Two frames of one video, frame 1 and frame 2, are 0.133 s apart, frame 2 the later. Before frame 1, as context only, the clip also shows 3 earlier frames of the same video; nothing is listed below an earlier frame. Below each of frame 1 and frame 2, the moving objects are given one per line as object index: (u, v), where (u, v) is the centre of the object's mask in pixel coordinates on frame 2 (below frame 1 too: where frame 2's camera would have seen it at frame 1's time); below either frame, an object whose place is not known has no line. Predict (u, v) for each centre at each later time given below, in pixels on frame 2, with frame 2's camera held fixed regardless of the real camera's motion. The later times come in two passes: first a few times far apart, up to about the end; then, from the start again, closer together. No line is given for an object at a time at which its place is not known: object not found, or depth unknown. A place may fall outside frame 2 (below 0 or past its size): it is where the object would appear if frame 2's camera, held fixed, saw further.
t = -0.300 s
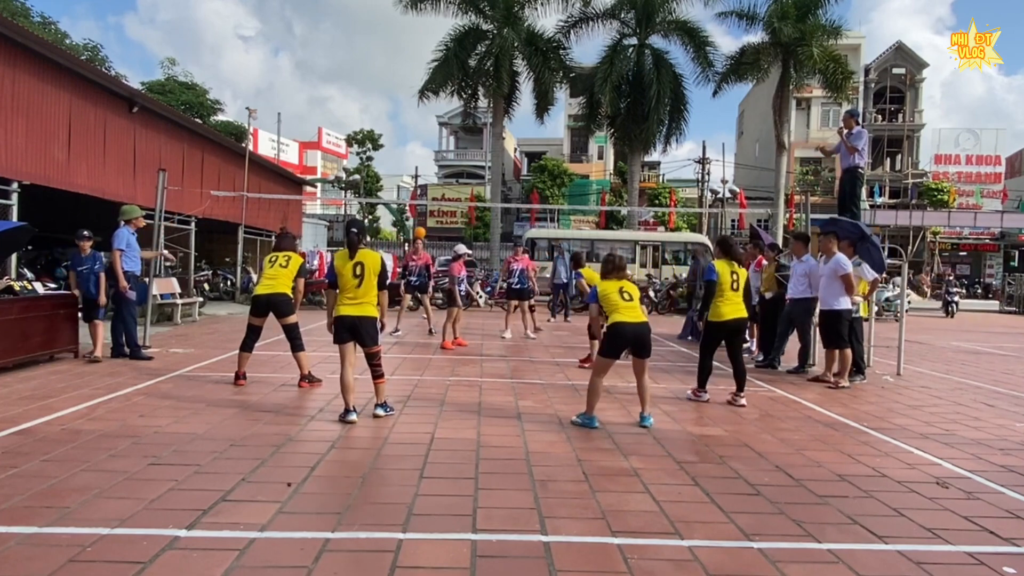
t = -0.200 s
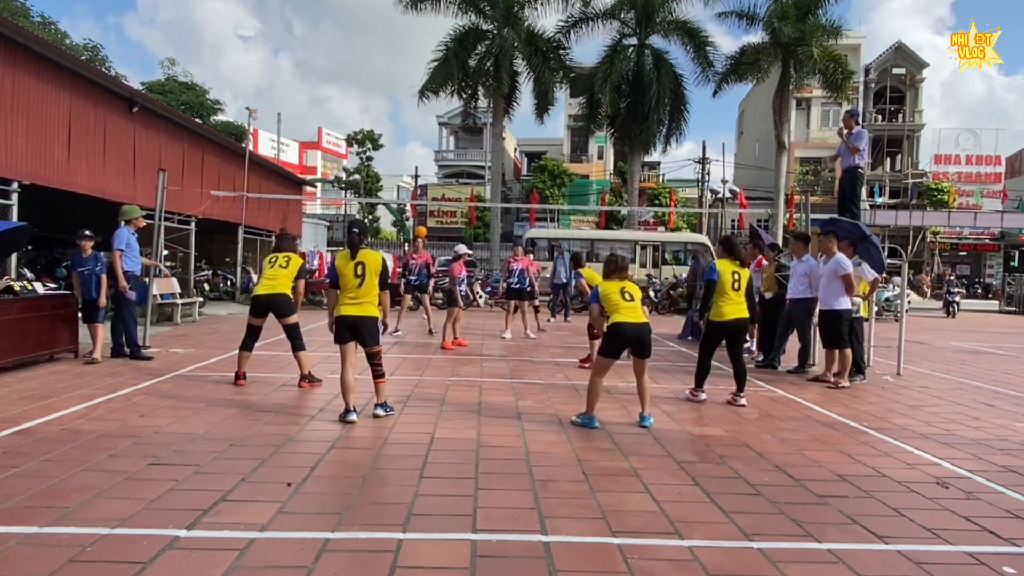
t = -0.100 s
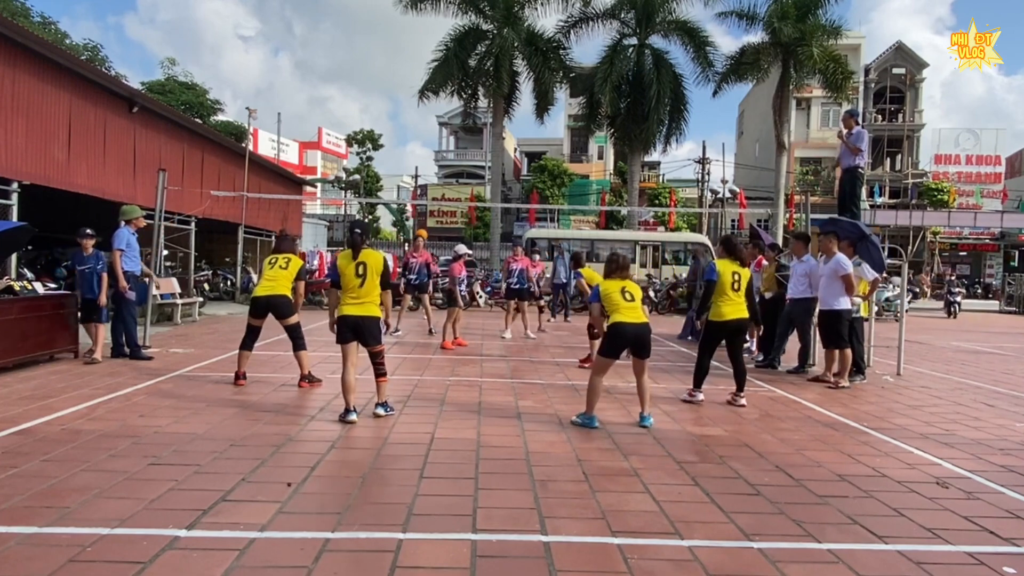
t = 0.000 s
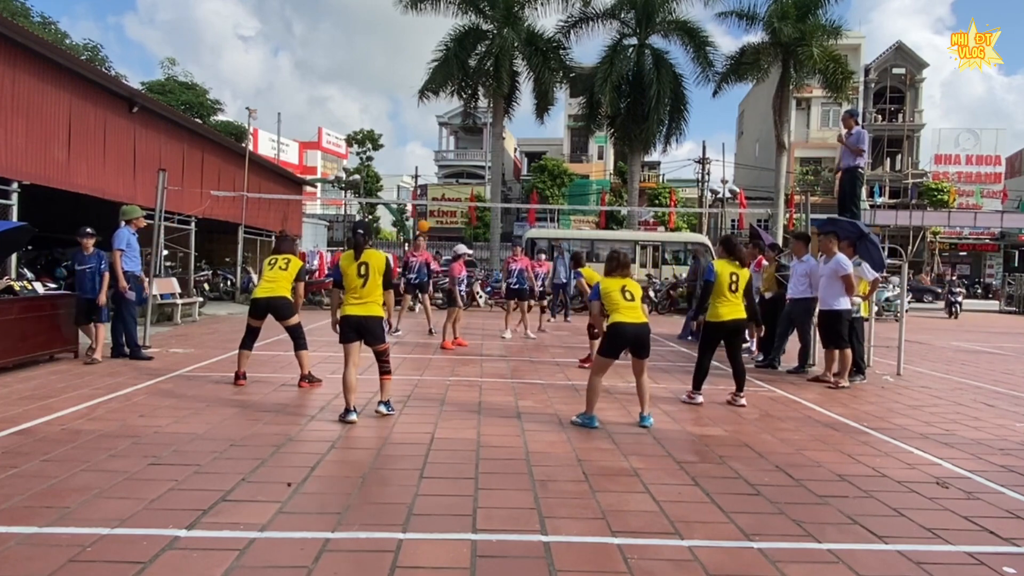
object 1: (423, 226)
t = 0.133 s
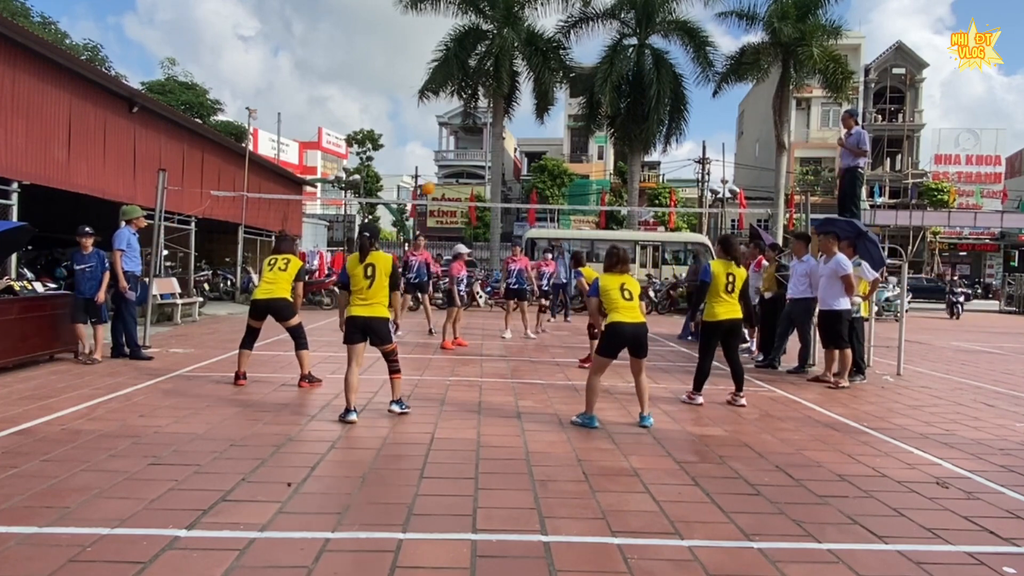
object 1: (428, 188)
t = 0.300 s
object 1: (437, 146)
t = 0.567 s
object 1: (453, 96)
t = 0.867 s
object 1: (477, 93)
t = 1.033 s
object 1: (497, 135)
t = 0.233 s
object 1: (433, 162)
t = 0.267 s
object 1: (435, 154)
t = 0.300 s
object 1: (437, 146)
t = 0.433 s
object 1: (445, 117)
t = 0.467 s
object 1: (447, 111)
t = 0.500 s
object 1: (448, 105)
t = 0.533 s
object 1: (451, 100)
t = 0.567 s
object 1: (453, 96)
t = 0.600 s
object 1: (456, 92)
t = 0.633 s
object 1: (460, 89)
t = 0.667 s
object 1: (461, 87)
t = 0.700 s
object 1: (462, 86)
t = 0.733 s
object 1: (465, 85)
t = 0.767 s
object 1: (467, 86)
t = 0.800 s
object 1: (471, 87)
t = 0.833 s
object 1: (474, 89)
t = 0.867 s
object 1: (477, 93)
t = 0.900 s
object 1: (481, 98)
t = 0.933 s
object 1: (484, 105)
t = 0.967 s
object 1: (488, 113)
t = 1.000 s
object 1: (493, 123)
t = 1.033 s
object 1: (497, 135)
